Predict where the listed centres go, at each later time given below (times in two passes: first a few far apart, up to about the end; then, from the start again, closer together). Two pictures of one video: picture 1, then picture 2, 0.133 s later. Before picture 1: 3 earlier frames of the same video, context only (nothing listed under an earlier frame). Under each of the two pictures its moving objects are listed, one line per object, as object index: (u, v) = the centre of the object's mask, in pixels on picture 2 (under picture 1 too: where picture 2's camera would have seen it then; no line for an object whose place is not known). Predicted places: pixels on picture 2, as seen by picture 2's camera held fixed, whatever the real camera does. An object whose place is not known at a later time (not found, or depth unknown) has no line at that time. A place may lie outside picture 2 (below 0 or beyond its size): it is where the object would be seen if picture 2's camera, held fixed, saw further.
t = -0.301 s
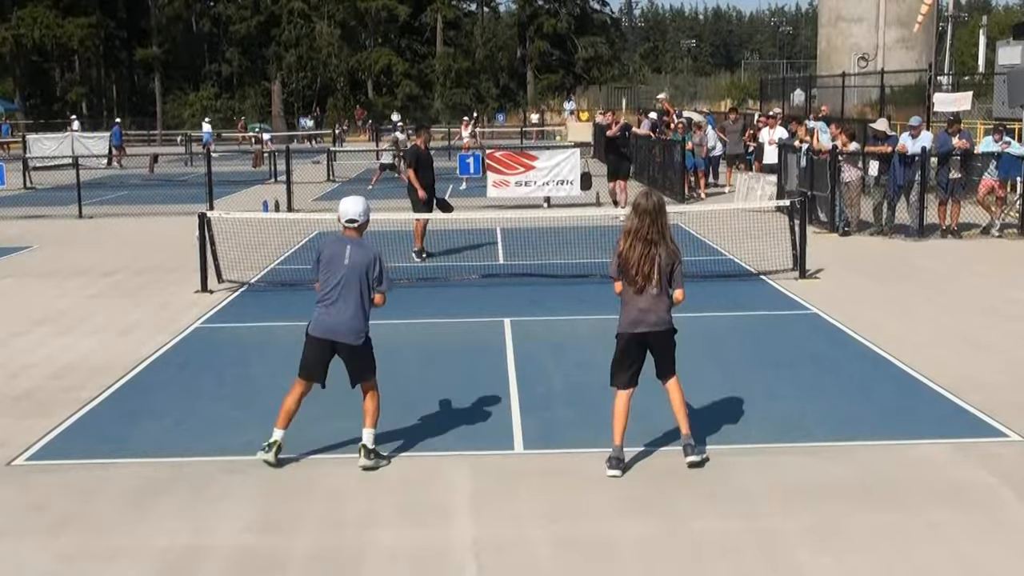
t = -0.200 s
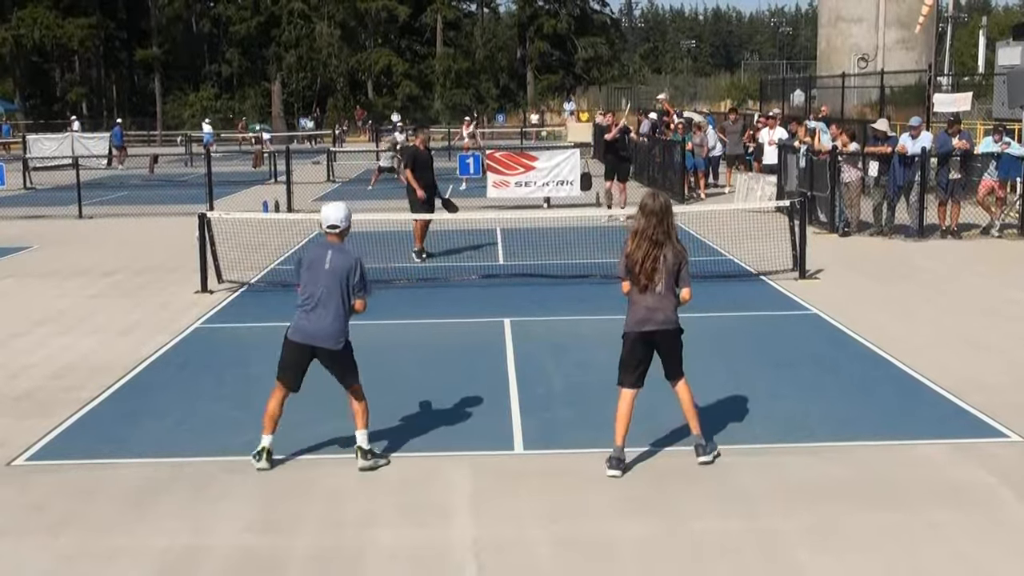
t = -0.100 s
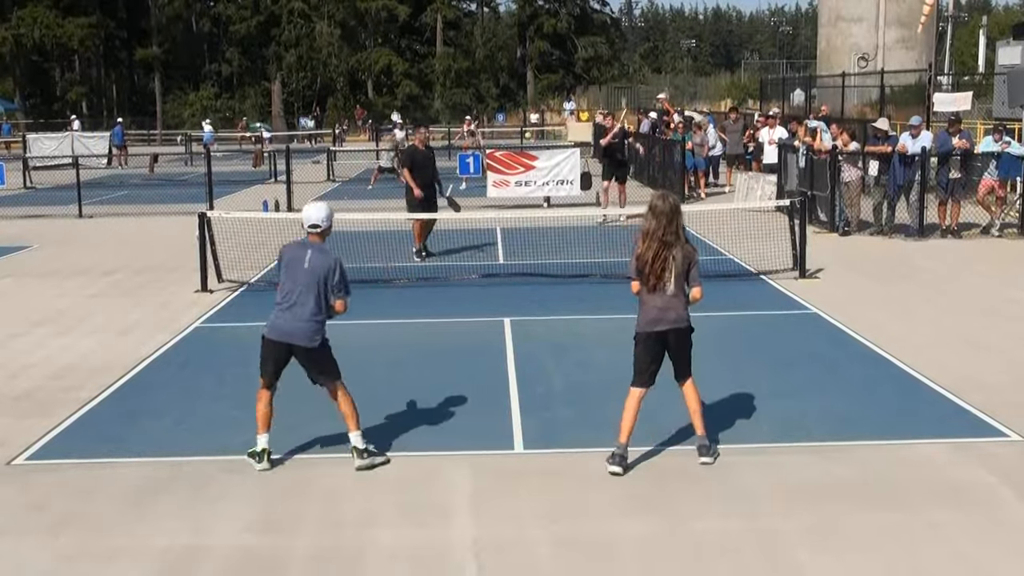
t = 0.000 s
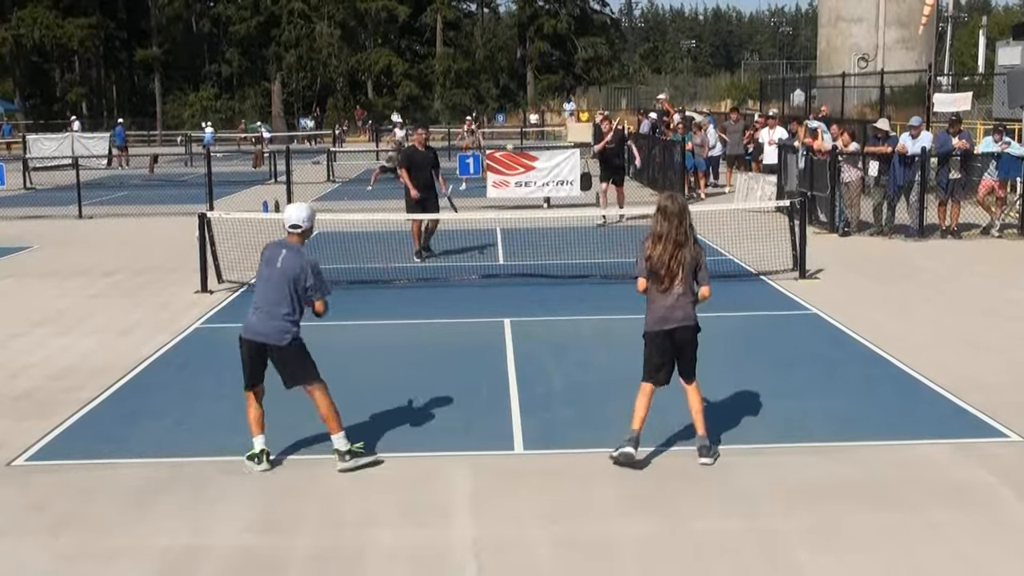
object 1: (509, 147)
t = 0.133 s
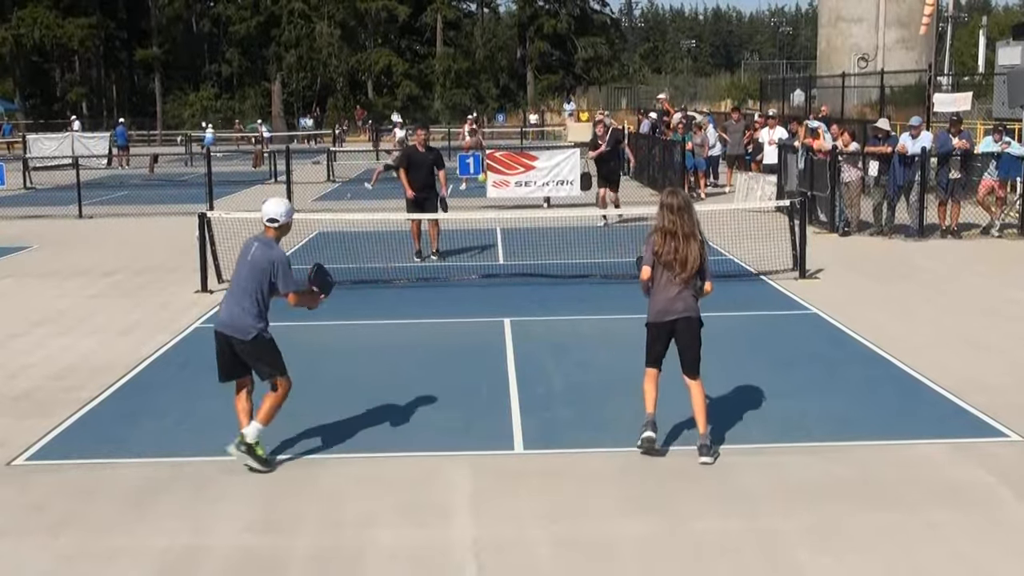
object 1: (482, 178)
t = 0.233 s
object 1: (456, 214)
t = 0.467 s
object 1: (386, 361)
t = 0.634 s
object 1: (336, 332)
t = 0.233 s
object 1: (456, 214)
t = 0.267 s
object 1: (447, 229)
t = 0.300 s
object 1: (438, 247)
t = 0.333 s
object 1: (429, 266)
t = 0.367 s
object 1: (419, 286)
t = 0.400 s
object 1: (407, 308)
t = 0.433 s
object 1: (397, 333)
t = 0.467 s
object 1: (386, 361)
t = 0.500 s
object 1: (377, 357)
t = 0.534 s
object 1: (367, 349)
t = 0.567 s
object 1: (357, 342)
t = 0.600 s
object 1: (346, 336)
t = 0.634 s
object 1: (336, 332)
